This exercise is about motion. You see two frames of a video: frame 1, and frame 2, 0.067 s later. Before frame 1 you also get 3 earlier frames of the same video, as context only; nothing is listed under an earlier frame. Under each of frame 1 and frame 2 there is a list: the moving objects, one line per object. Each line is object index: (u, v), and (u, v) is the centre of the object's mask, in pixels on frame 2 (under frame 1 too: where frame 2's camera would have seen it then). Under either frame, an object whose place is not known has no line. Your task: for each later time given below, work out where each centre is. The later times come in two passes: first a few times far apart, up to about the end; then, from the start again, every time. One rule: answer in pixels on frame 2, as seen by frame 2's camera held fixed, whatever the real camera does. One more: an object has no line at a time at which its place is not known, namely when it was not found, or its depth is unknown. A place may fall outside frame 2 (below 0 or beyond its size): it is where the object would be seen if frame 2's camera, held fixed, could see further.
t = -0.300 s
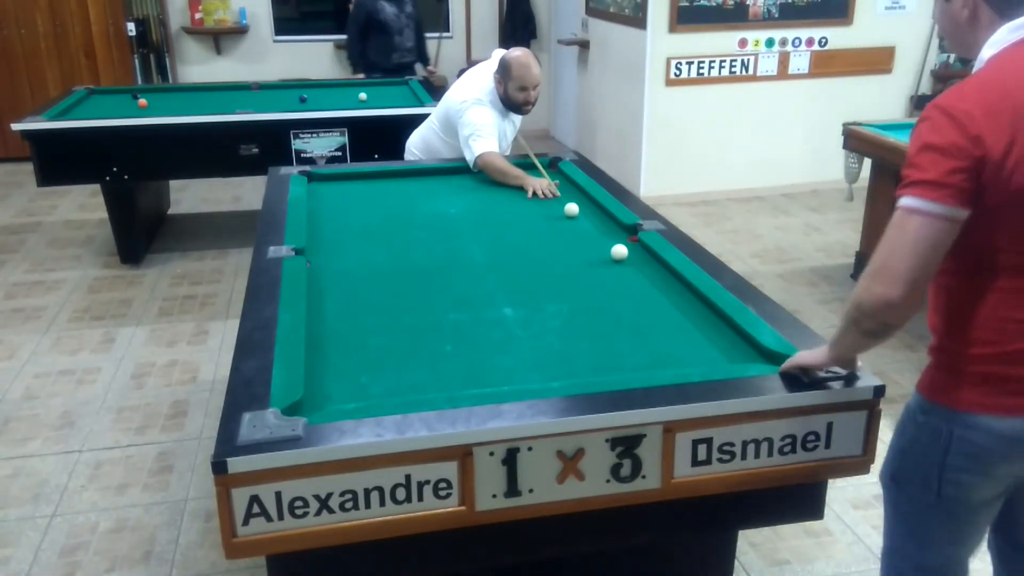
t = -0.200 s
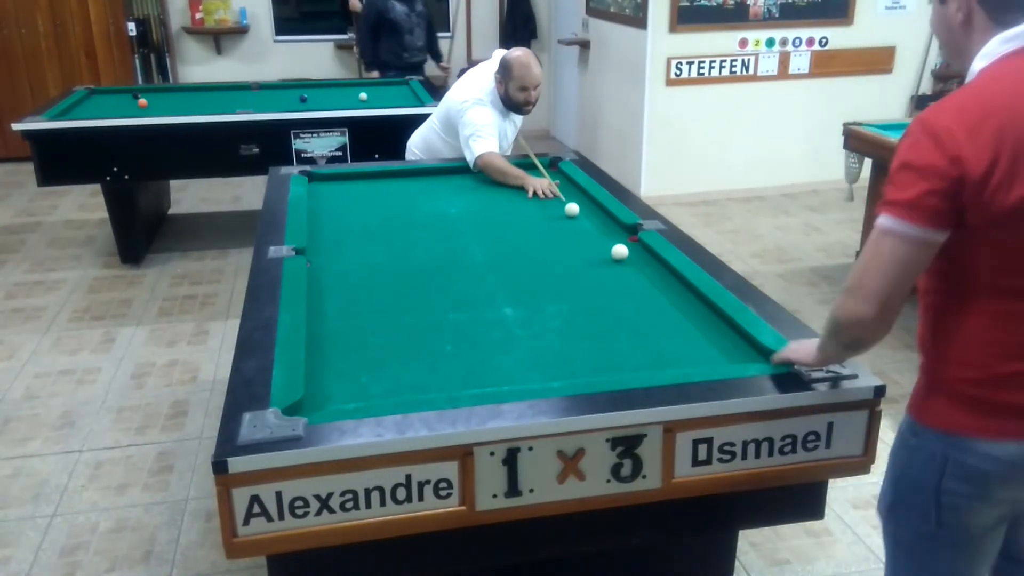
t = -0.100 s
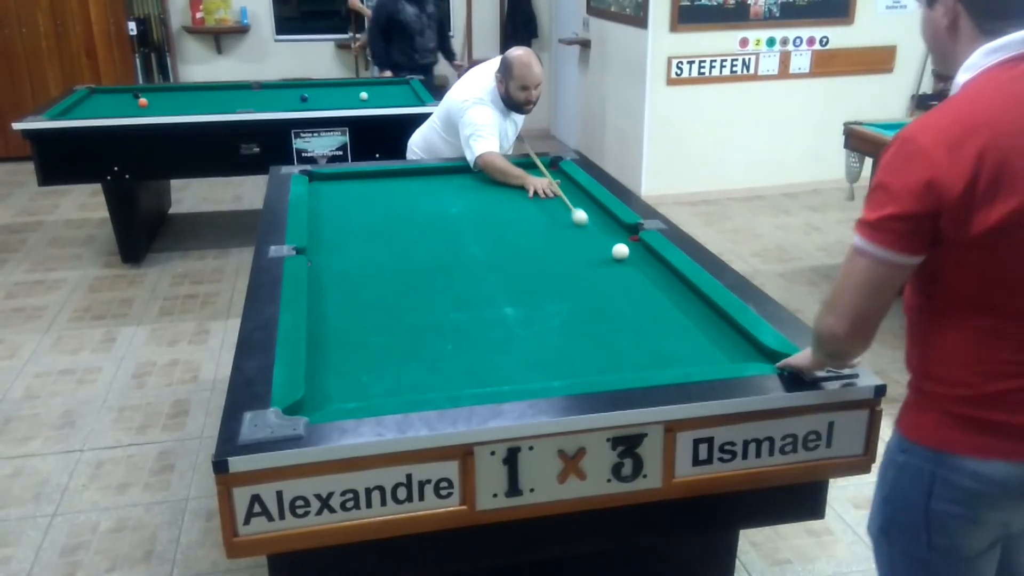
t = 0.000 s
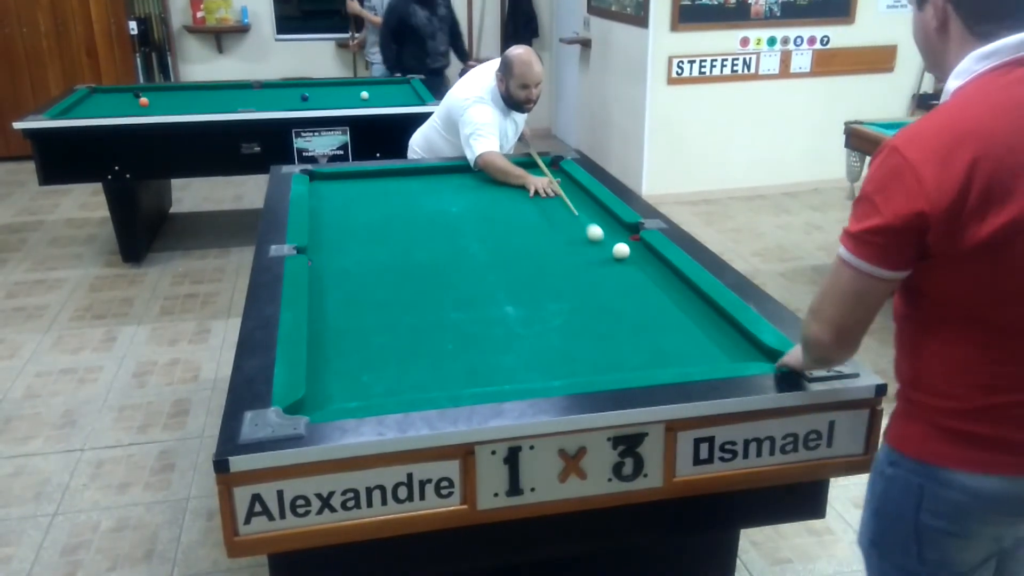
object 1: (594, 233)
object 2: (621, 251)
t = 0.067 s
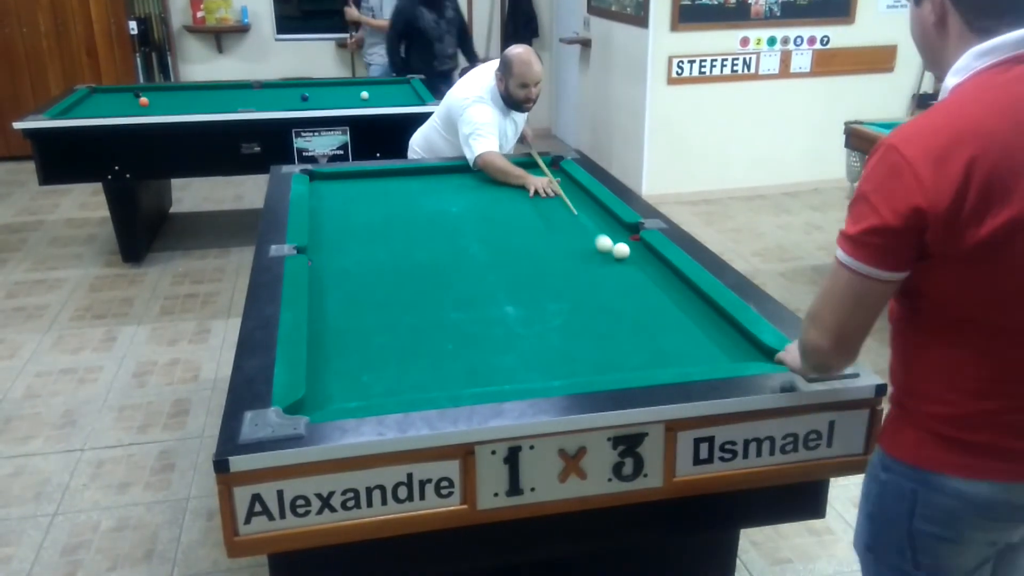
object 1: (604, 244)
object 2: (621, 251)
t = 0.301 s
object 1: (577, 271)
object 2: (654, 267)
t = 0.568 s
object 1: (541, 307)
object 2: (646, 285)
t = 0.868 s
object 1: (493, 355)
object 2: (636, 307)
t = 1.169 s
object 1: (431, 380)
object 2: (625, 330)
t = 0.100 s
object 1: (604, 248)
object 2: (626, 252)
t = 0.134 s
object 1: (599, 251)
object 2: (637, 254)
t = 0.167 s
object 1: (594, 255)
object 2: (647, 257)
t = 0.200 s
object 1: (589, 259)
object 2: (655, 259)
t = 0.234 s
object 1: (585, 262)
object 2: (656, 262)
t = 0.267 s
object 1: (581, 266)
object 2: (655, 264)
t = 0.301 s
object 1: (577, 271)
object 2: (654, 267)
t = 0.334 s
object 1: (573, 275)
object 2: (653, 269)
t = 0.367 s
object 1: (569, 279)
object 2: (652, 271)
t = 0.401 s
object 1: (564, 283)
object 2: (651, 274)
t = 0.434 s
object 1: (560, 288)
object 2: (650, 276)
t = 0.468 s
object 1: (555, 292)
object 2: (649, 278)
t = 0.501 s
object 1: (551, 297)
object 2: (648, 281)
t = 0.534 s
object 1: (546, 302)
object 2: (647, 283)
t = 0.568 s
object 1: (541, 307)
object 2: (646, 285)
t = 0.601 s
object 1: (536, 311)
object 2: (645, 288)
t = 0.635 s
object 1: (531, 316)
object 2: (644, 290)
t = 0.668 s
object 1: (526, 322)
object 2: (642, 293)
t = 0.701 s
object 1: (520, 327)
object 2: (641, 295)
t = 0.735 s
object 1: (515, 332)
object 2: (640, 298)
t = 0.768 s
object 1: (510, 338)
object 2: (639, 300)
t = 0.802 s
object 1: (504, 343)
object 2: (638, 302)
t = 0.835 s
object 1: (499, 349)
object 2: (637, 304)
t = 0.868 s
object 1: (493, 355)
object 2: (636, 307)
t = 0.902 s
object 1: (487, 361)
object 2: (635, 310)
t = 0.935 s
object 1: (480, 367)
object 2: (634, 312)
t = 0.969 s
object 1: (474, 374)
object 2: (633, 315)
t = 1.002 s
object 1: (468, 379)
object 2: (631, 318)
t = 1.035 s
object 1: (461, 384)
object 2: (630, 320)
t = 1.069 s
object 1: (453, 384)
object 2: (629, 323)
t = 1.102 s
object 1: (446, 383)
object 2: (628, 326)
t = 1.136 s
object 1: (438, 381)
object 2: (627, 328)
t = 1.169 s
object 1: (431, 380)
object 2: (625, 330)
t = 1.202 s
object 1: (424, 377)
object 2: (624, 334)
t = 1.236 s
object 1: (418, 374)
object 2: (623, 336)
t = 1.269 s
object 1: (411, 371)
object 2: (621, 338)
